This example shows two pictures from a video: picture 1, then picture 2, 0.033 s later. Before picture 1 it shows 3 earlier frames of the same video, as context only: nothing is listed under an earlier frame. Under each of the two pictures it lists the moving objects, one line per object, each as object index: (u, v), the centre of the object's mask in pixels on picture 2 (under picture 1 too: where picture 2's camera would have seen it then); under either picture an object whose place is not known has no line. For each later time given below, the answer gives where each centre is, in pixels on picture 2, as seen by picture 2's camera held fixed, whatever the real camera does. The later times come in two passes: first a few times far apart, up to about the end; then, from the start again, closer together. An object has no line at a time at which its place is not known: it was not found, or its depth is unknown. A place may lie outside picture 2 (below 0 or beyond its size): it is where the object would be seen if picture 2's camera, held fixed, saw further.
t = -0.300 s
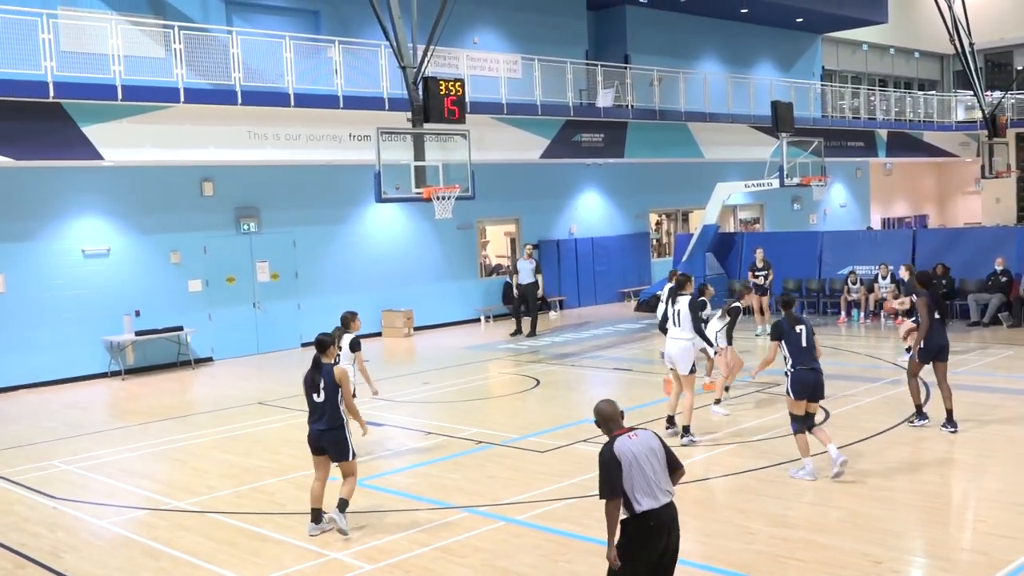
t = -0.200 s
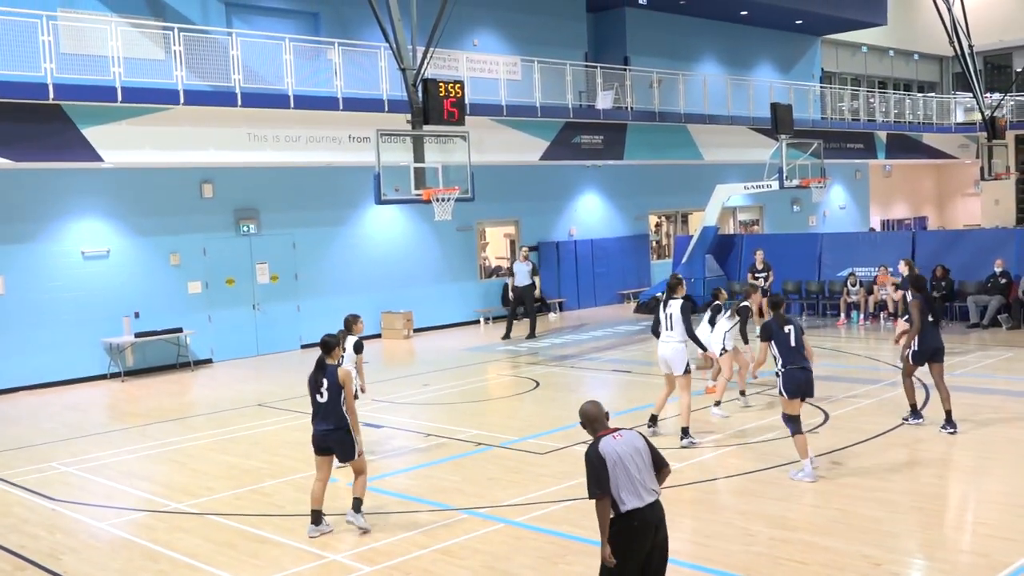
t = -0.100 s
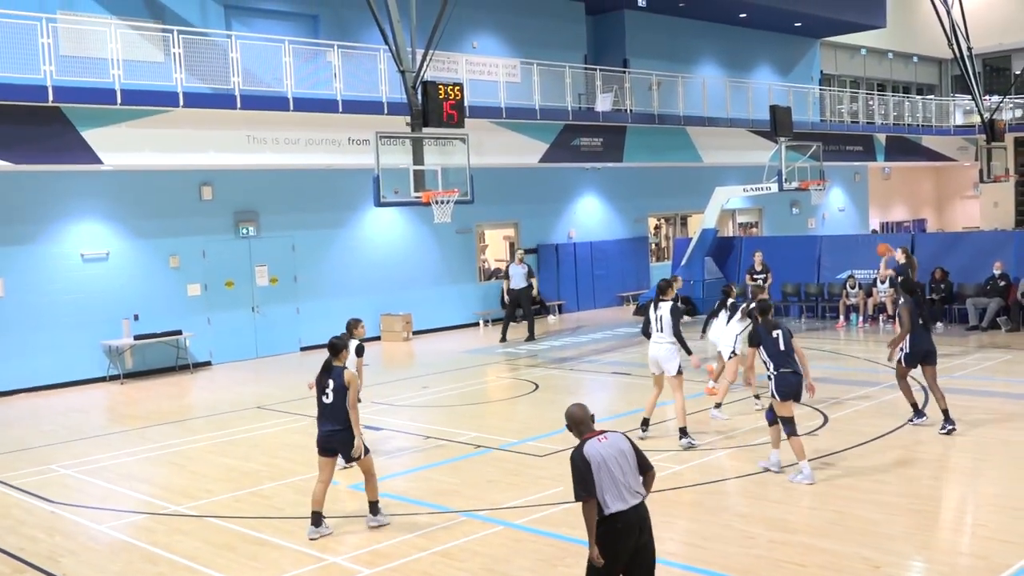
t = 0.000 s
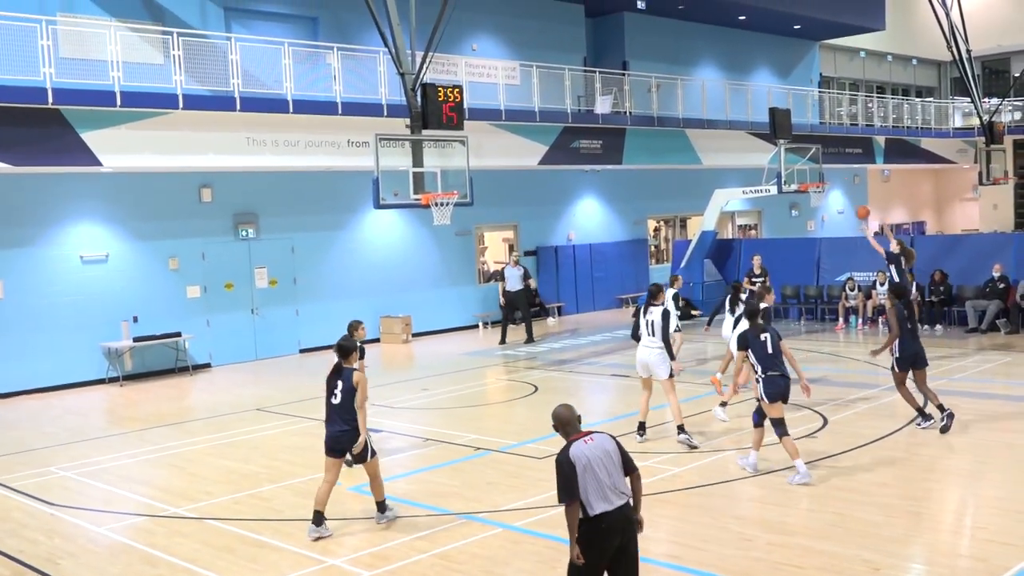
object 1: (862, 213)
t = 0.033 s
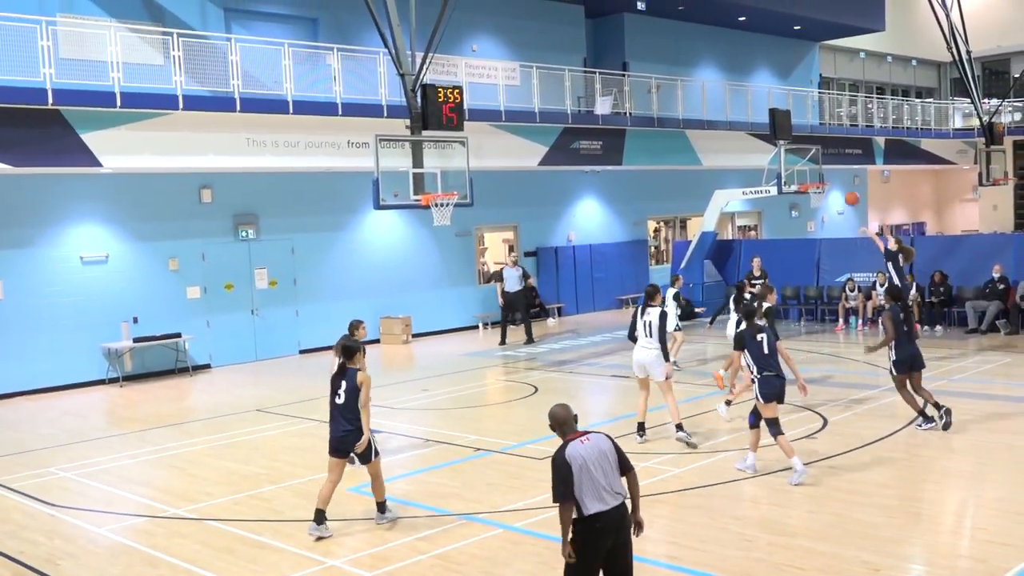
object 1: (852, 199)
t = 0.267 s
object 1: (777, 117)
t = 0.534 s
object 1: (695, 65)
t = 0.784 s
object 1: (620, 54)
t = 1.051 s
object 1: (539, 90)
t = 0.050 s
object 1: (846, 192)
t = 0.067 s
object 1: (841, 185)
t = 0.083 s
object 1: (835, 179)
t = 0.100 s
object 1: (830, 173)
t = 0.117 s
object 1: (825, 166)
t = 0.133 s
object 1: (820, 160)
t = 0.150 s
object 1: (815, 155)
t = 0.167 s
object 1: (809, 149)
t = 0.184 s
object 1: (804, 143)
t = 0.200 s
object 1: (798, 138)
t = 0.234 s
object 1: (787, 128)
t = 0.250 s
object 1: (782, 123)
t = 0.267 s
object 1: (777, 117)
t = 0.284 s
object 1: (772, 114)
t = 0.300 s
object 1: (767, 109)
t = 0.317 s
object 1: (762, 105)
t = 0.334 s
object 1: (756, 102)
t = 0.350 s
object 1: (751, 97)
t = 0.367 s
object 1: (746, 93)
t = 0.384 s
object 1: (740, 90)
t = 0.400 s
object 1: (735, 87)
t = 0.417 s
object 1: (730, 84)
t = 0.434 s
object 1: (725, 80)
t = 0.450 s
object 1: (720, 78)
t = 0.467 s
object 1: (715, 75)
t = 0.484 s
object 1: (710, 73)
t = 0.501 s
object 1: (705, 70)
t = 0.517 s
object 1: (700, 68)
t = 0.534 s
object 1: (695, 65)
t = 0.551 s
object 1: (690, 63)
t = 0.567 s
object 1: (685, 61)
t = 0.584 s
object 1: (680, 60)
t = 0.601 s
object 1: (675, 58)
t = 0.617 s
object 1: (670, 57)
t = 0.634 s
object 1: (665, 56)
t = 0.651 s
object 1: (660, 55)
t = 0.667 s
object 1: (655, 54)
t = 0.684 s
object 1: (650, 54)
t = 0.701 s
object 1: (645, 53)
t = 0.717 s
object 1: (640, 53)
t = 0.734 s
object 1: (635, 53)
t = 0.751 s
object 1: (630, 54)
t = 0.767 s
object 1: (625, 54)
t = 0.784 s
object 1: (620, 54)
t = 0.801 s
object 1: (615, 55)
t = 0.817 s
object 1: (610, 56)
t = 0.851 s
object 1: (600, 58)
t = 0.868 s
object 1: (594, 60)
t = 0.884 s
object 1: (590, 61)
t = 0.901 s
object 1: (586, 63)
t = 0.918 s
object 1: (580, 66)
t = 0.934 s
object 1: (574, 69)
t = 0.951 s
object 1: (569, 71)
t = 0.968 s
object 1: (564, 74)
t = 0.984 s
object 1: (558, 76)
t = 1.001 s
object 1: (554, 80)
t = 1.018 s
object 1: (549, 83)
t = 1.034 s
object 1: (544, 86)
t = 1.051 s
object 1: (539, 90)
